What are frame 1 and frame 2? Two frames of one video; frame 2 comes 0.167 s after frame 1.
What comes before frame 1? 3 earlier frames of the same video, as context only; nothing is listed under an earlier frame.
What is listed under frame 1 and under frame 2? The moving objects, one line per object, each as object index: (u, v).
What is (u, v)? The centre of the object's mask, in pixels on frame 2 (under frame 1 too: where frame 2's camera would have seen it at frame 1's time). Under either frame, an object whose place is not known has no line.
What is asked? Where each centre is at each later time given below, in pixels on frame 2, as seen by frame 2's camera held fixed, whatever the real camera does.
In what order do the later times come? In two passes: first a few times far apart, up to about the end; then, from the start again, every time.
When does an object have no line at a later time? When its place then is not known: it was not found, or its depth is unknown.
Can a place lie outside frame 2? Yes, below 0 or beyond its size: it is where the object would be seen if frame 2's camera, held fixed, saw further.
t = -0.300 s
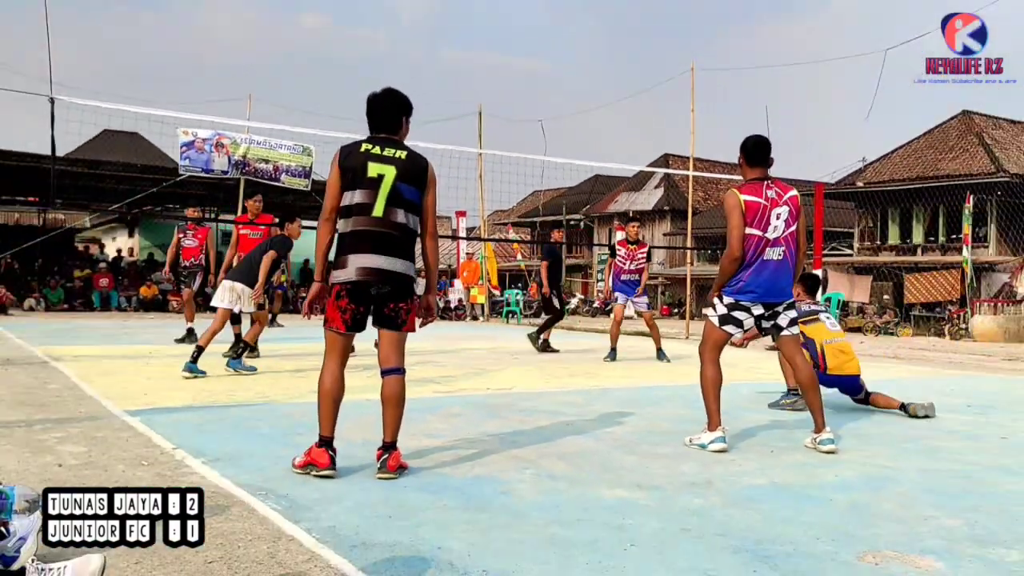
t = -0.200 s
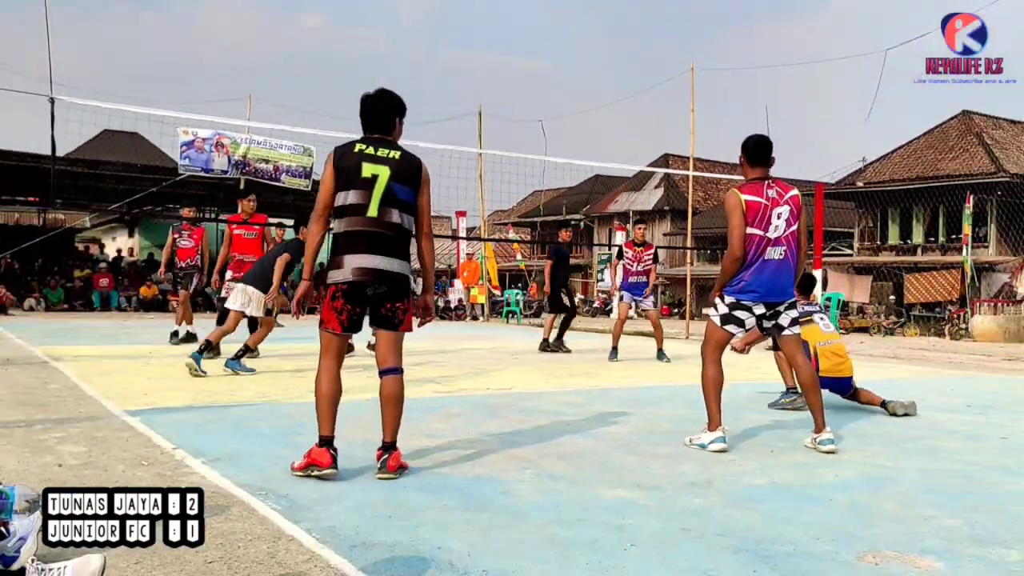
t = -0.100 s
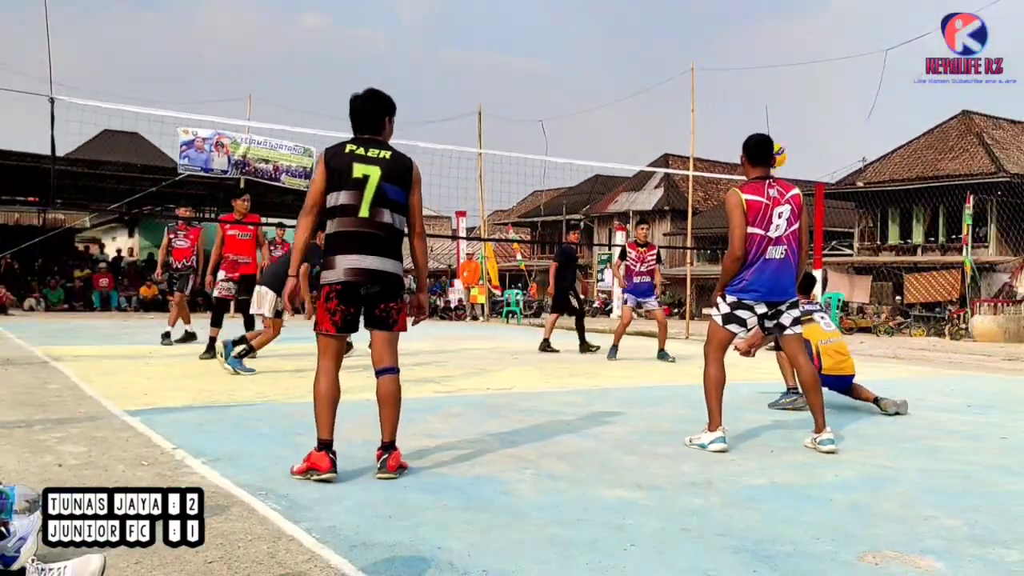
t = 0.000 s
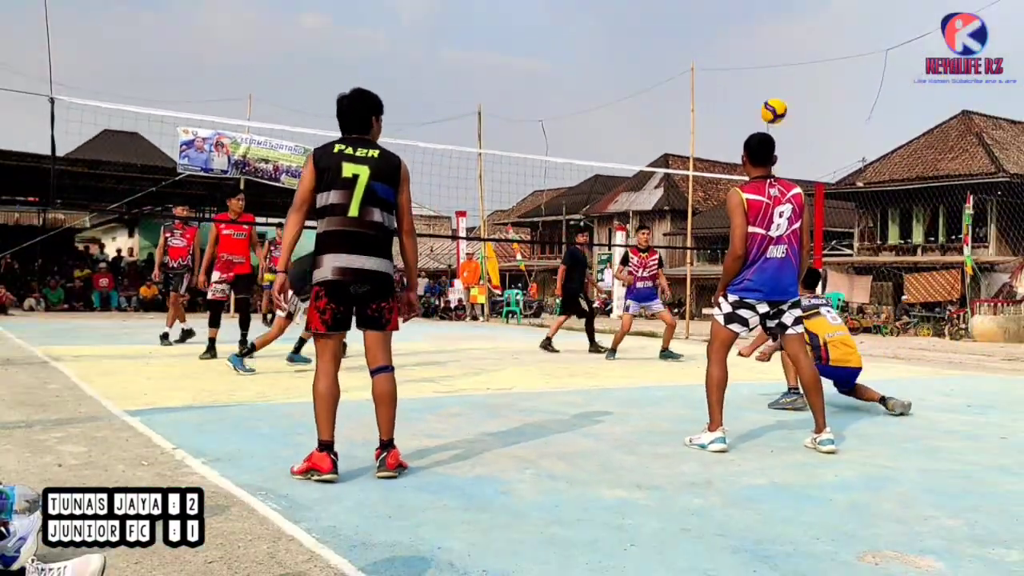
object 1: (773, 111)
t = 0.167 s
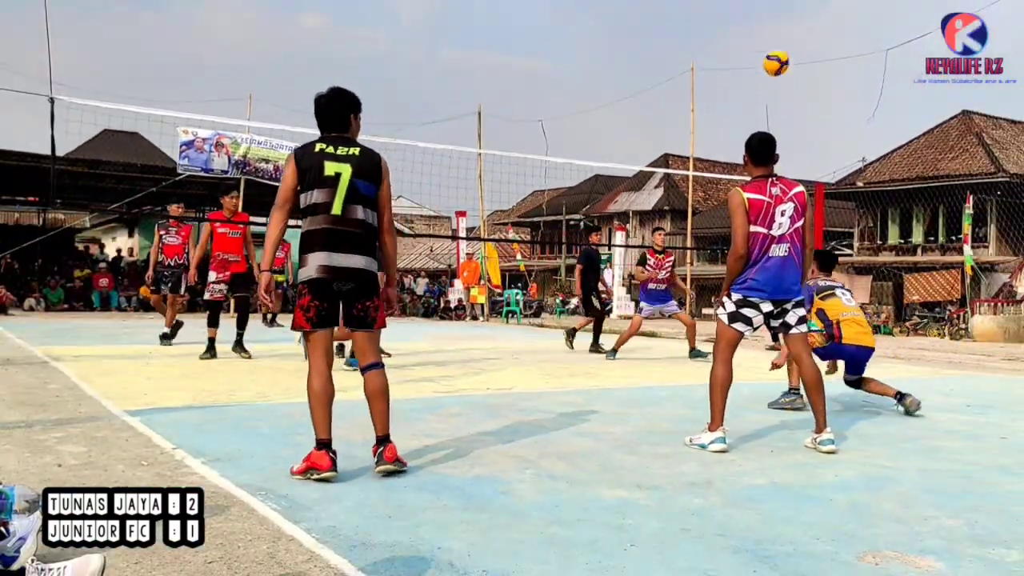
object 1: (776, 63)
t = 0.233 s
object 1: (777, 54)
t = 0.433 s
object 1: (780, 52)
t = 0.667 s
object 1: (784, 102)
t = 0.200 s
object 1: (777, 57)
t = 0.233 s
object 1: (777, 54)
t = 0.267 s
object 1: (778, 50)
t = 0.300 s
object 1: (778, 48)
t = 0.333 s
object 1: (779, 48)
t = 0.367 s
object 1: (780, 48)
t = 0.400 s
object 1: (780, 50)
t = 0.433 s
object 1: (780, 52)
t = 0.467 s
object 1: (781, 57)
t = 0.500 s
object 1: (781, 62)
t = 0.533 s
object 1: (783, 68)
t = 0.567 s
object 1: (783, 75)
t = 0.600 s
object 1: (783, 83)
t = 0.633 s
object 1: (784, 92)
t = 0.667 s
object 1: (784, 102)
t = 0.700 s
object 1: (785, 114)
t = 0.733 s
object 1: (785, 126)
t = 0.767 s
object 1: (786, 140)
